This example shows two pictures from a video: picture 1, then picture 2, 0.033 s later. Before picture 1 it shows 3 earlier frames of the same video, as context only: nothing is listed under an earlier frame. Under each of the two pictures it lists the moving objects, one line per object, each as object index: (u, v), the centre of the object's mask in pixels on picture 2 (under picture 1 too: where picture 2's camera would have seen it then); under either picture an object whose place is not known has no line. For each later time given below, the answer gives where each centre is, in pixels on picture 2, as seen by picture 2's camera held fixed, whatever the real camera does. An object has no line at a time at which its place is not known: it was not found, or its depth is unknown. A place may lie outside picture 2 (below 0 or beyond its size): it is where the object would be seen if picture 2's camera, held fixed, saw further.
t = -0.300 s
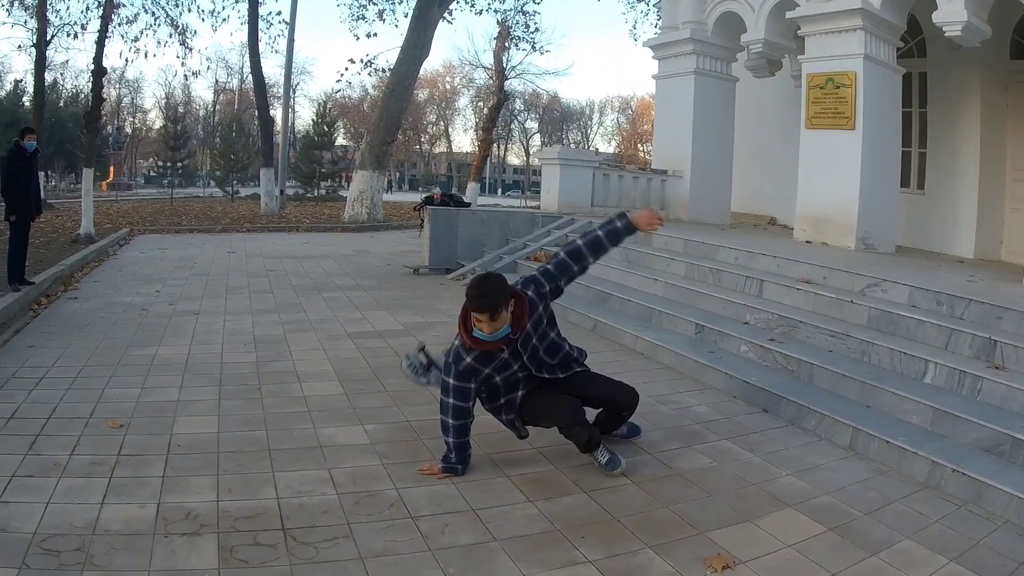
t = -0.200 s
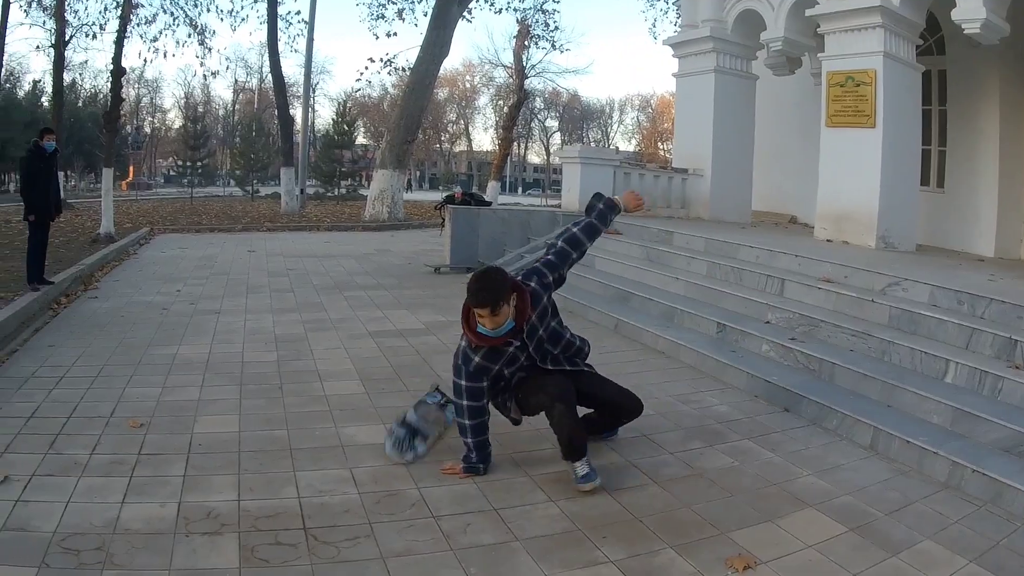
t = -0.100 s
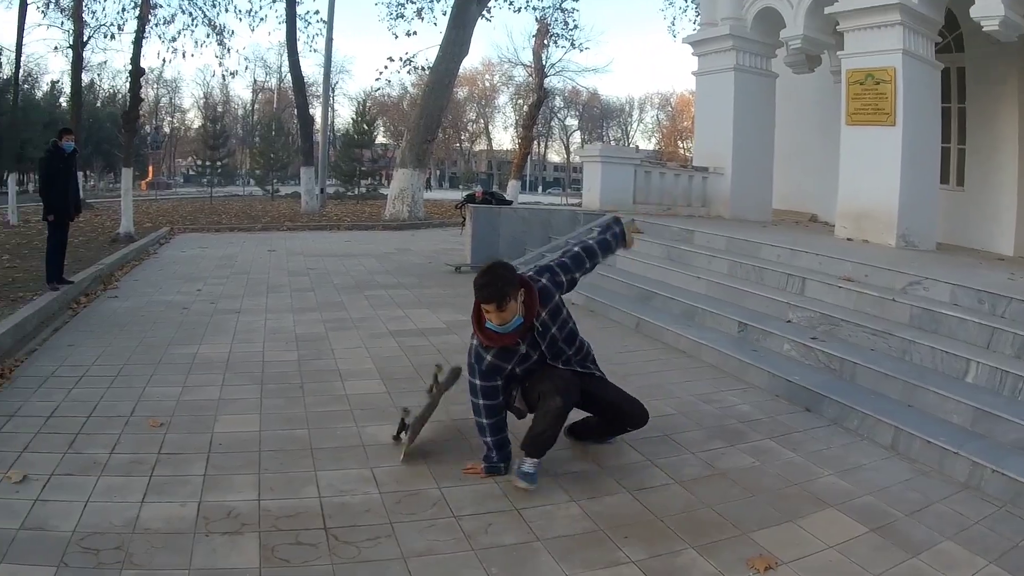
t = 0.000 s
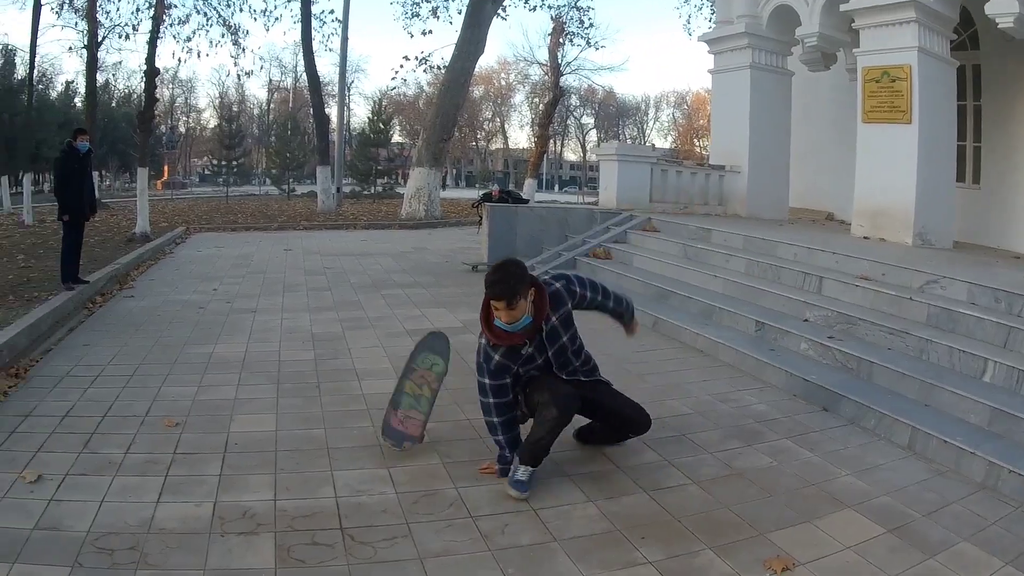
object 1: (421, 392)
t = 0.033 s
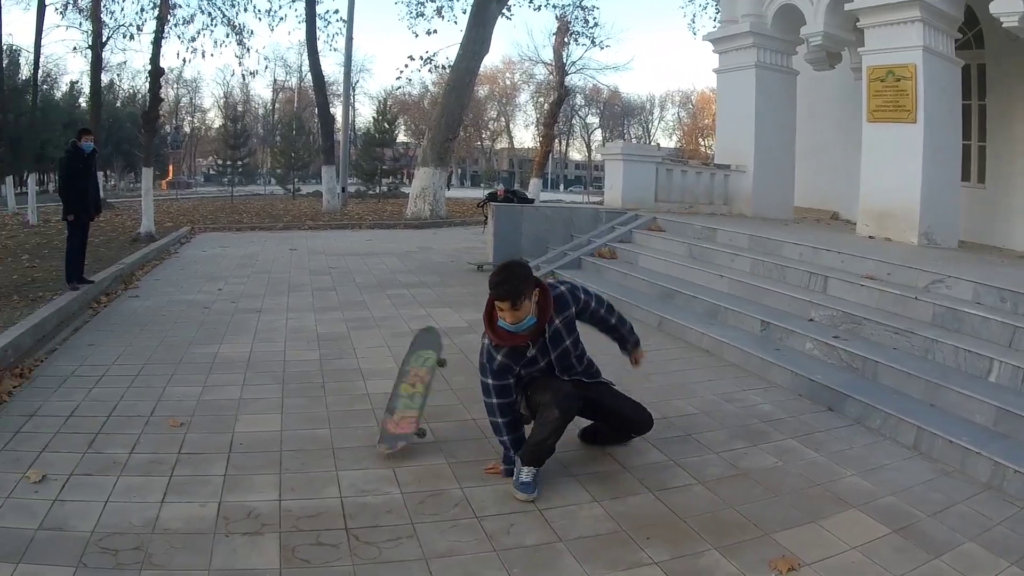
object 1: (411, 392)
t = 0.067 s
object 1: (403, 391)
